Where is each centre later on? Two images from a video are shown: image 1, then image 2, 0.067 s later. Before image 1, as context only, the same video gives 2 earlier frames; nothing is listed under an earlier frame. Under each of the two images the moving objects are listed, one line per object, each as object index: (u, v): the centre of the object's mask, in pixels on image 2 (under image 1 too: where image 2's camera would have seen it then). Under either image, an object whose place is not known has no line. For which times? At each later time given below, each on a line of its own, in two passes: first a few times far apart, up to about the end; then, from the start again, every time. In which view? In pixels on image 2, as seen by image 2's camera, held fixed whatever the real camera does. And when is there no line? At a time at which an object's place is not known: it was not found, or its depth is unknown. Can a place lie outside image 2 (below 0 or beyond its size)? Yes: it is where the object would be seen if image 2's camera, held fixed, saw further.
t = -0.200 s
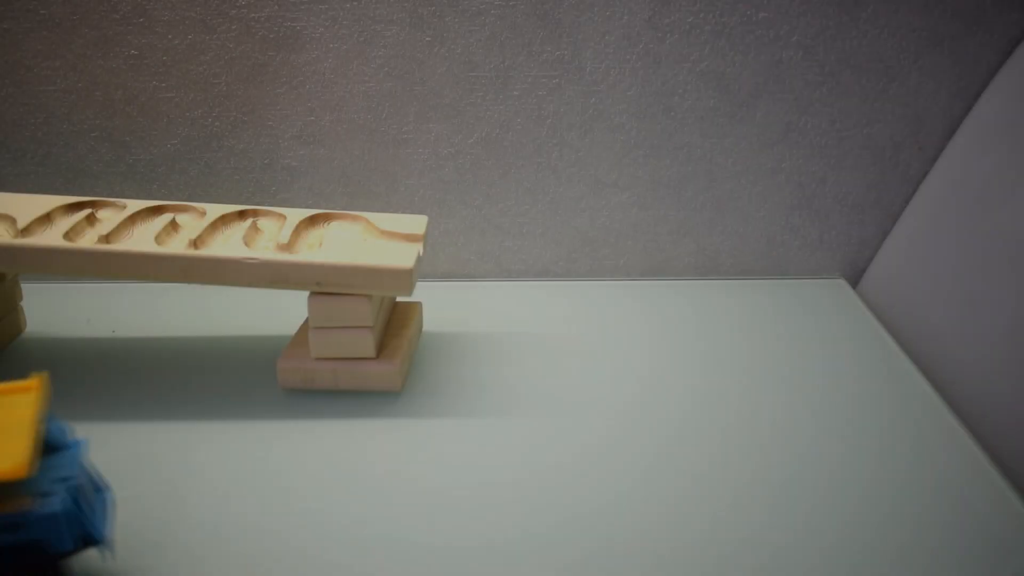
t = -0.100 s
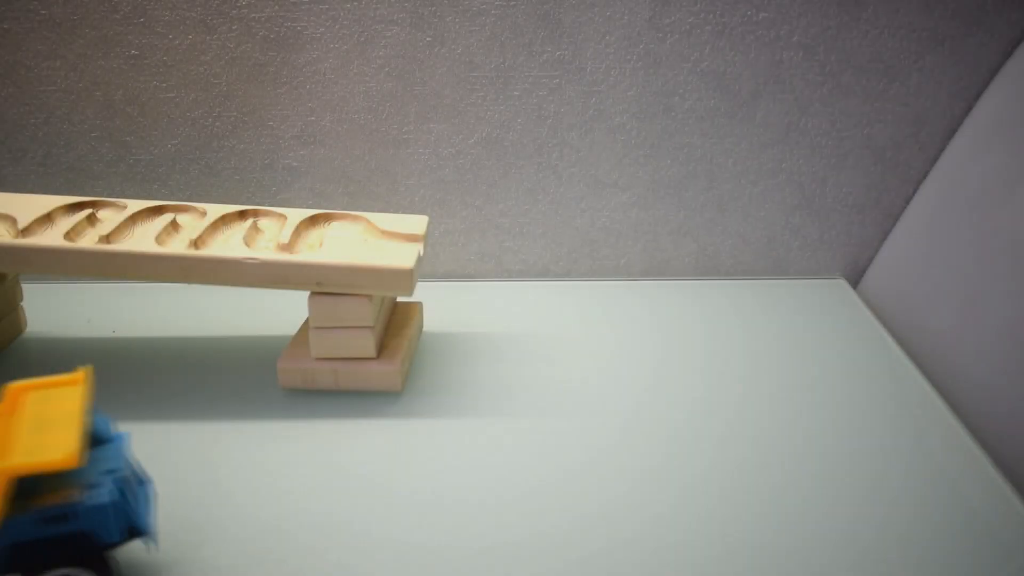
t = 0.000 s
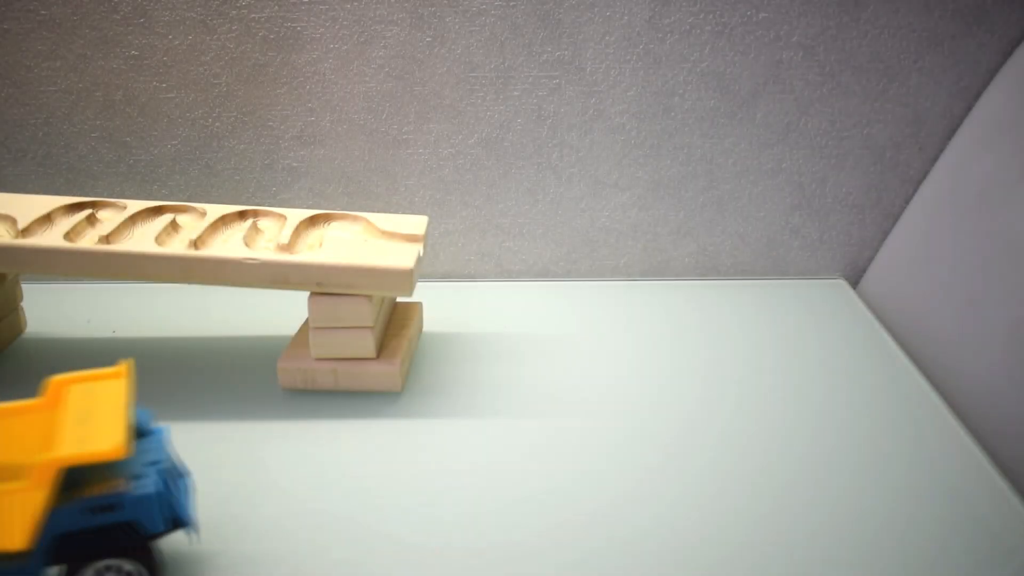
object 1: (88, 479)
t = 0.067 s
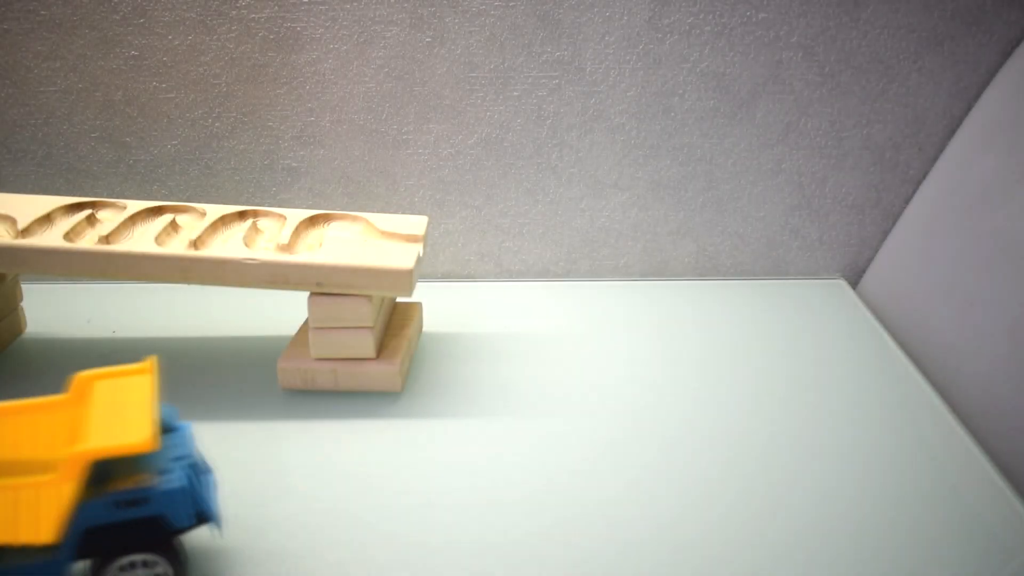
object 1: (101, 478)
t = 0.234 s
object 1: (132, 475)
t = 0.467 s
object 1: (173, 467)
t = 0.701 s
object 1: (226, 457)
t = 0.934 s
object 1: (279, 448)
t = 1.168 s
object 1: (317, 442)
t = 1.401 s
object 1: (344, 437)
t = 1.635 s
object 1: (357, 435)
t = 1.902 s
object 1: (358, 435)
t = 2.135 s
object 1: (358, 435)
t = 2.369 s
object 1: (358, 434)
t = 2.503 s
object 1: (358, 435)
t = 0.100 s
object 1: (108, 478)
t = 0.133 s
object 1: (114, 477)
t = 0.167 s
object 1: (120, 476)
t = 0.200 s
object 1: (127, 475)
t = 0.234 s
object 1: (132, 475)
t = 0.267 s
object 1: (138, 474)
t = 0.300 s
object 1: (143, 473)
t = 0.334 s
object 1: (148, 472)
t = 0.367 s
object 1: (155, 471)
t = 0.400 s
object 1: (161, 469)
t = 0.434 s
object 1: (167, 468)
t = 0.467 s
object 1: (173, 467)
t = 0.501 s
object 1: (180, 465)
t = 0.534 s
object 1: (185, 464)
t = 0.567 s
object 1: (192, 463)
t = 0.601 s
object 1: (200, 461)
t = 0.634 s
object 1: (209, 460)
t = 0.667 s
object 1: (218, 459)
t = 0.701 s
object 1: (226, 457)
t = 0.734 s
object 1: (234, 456)
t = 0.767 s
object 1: (241, 455)
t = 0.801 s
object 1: (249, 453)
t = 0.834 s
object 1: (256, 452)
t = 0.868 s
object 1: (264, 451)
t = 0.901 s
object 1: (271, 450)
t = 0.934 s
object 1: (279, 448)
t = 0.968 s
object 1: (285, 447)
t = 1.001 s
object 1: (291, 446)
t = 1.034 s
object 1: (296, 445)
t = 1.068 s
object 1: (301, 445)
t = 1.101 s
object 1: (306, 444)
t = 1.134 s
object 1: (312, 443)
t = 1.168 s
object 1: (317, 442)
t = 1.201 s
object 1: (323, 441)
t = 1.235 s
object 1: (328, 440)
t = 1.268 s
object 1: (332, 439)
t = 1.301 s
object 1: (336, 439)
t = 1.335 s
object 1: (339, 438)
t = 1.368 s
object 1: (342, 438)
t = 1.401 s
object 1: (344, 437)
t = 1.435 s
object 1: (346, 437)
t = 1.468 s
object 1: (348, 437)
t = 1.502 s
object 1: (350, 436)
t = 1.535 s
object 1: (353, 436)
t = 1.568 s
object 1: (355, 435)
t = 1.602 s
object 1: (356, 435)
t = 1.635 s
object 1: (357, 435)
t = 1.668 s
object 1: (357, 435)
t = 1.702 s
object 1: (358, 435)
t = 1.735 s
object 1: (358, 435)
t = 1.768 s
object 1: (358, 435)
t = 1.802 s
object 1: (358, 435)
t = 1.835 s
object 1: (358, 435)
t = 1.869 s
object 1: (358, 435)
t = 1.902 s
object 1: (358, 435)
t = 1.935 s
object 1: (358, 435)
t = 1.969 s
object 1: (358, 435)
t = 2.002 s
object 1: (358, 435)
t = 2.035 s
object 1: (358, 435)
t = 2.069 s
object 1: (358, 435)
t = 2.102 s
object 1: (358, 435)
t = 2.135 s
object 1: (358, 435)
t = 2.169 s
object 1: (358, 435)
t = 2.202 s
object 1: (358, 435)
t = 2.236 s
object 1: (358, 435)
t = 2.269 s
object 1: (358, 435)
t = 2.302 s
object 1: (358, 435)
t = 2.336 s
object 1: (358, 435)
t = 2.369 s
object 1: (358, 434)
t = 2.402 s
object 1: (358, 436)
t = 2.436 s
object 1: (358, 436)
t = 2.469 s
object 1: (358, 436)
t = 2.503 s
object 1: (358, 435)
